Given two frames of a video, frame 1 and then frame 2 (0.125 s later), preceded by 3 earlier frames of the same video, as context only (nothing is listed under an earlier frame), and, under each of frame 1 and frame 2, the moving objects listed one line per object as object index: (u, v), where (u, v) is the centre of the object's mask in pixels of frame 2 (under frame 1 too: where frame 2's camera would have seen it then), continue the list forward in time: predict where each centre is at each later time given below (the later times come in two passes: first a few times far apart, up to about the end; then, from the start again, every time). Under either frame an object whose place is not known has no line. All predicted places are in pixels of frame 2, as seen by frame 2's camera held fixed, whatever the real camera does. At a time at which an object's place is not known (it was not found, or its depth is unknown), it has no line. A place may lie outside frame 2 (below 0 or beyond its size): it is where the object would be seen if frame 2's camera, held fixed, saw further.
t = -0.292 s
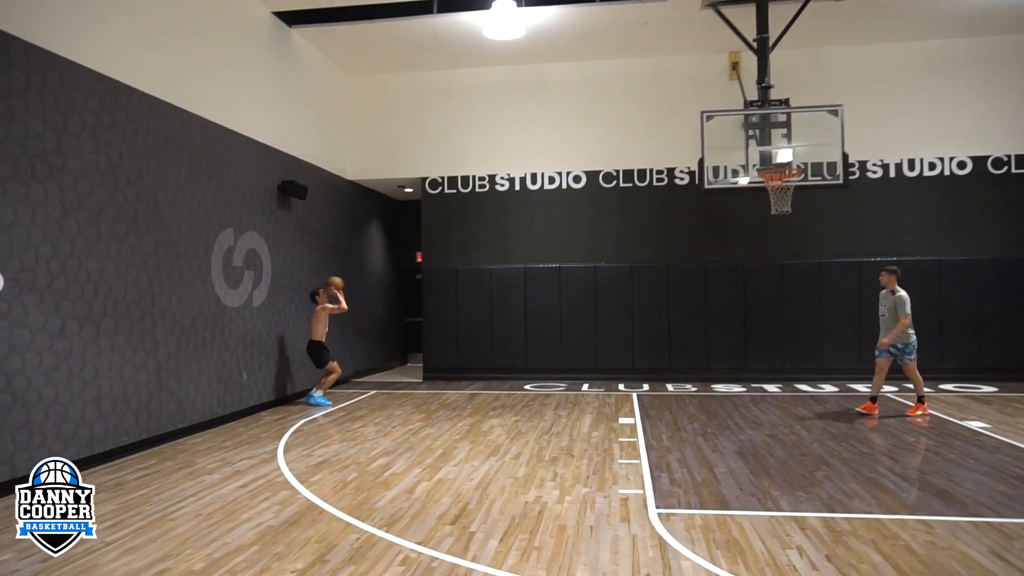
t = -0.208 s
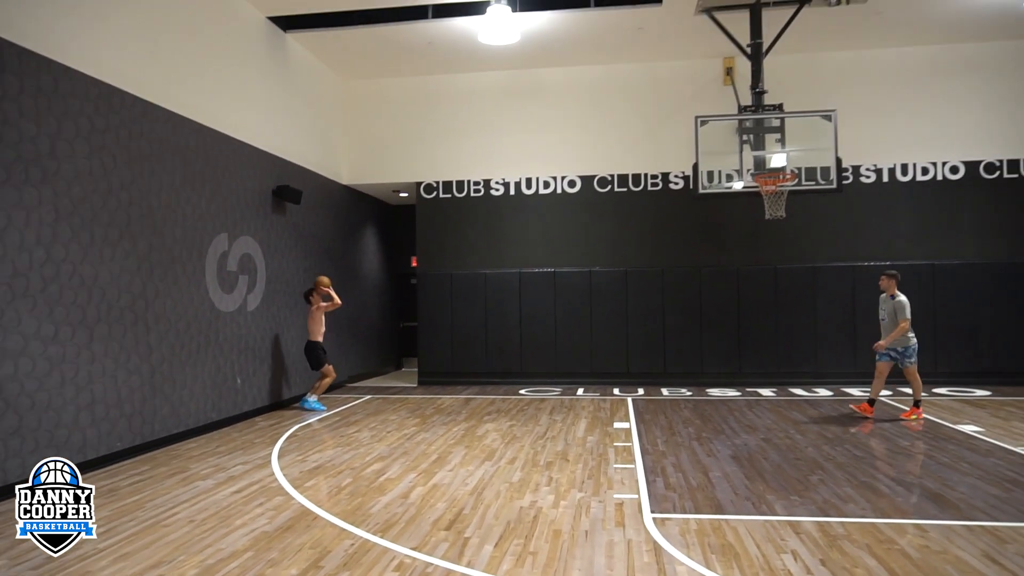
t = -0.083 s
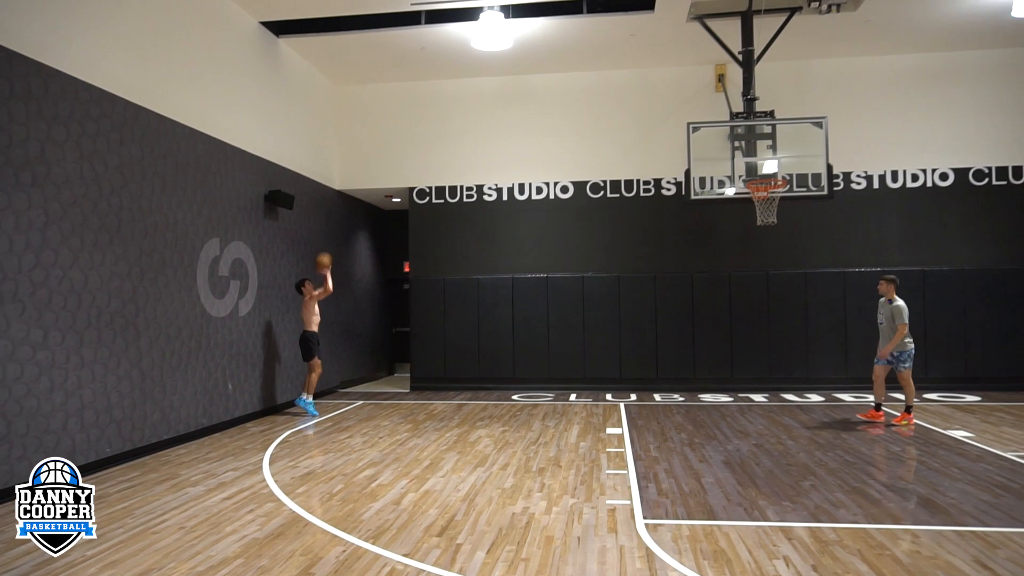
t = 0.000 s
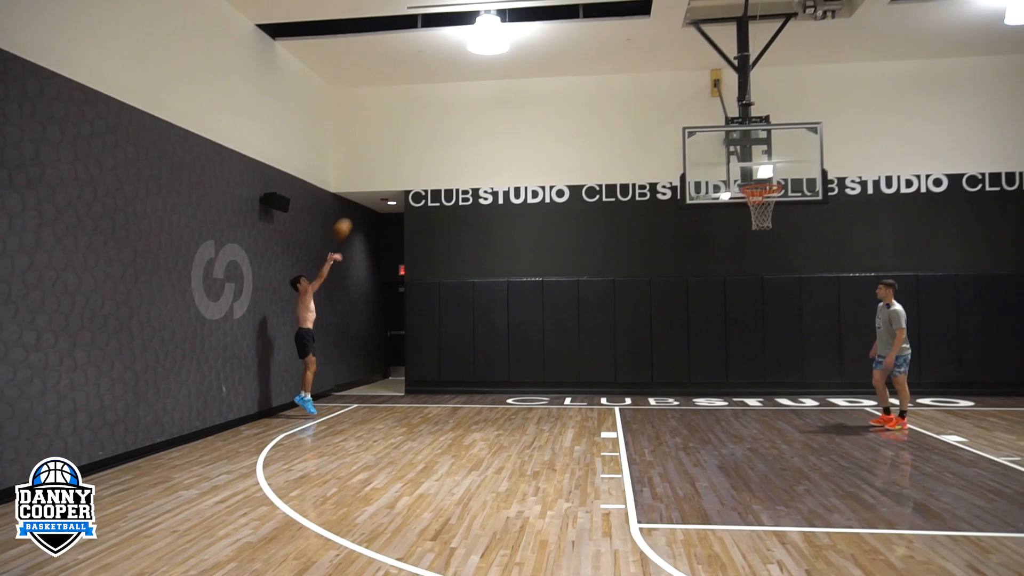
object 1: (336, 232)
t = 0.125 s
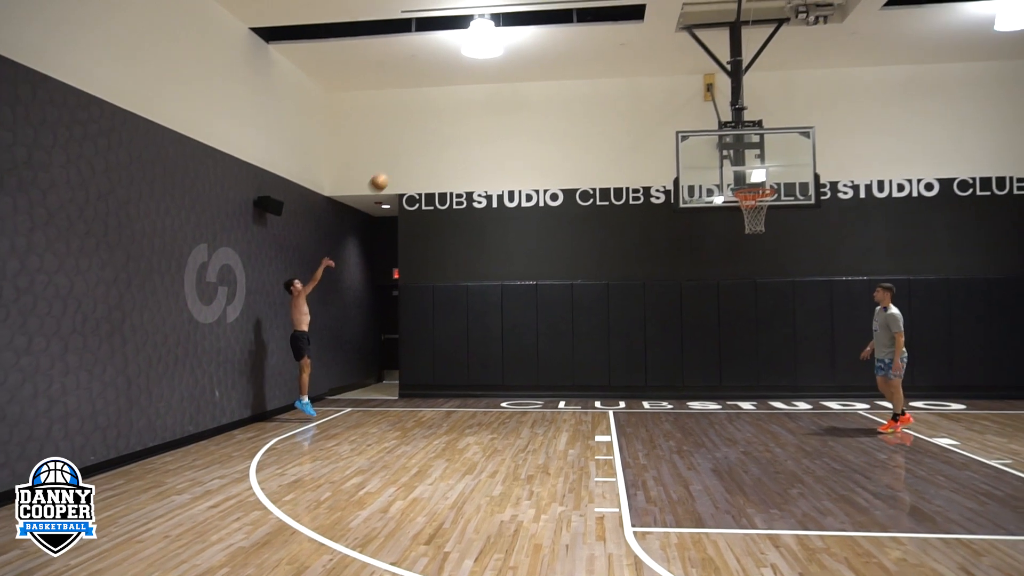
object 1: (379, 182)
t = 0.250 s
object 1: (421, 143)
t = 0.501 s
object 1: (504, 97)
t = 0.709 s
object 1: (576, 92)
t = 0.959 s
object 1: (664, 123)
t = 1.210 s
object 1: (752, 184)
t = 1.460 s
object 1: (732, 181)
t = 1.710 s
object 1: (718, 197)
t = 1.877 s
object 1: (707, 234)
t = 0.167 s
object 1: (393, 168)
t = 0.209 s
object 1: (408, 155)
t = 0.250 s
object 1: (421, 143)
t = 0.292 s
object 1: (435, 132)
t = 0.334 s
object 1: (449, 122)
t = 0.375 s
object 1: (463, 114)
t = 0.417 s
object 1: (477, 107)
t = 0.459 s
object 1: (490, 101)
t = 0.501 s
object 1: (504, 97)
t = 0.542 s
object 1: (518, 94)
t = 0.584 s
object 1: (532, 92)
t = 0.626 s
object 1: (547, 91)
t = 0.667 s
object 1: (562, 91)
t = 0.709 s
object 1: (576, 92)
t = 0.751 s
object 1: (590, 94)
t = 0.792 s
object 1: (605, 97)
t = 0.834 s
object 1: (620, 102)
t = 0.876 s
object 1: (634, 107)
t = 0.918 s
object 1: (649, 115)
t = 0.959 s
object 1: (664, 123)
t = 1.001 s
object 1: (679, 133)
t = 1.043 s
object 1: (694, 145)
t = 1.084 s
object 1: (710, 157)
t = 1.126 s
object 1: (725, 171)
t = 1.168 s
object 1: (740, 183)
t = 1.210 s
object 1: (752, 184)
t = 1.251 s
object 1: (764, 185)
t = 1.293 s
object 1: (755, 184)
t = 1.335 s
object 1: (747, 183)
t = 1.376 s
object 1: (739, 183)
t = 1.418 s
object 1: (735, 182)
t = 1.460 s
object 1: (732, 181)
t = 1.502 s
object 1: (730, 180)
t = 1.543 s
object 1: (728, 181)
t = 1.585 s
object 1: (725, 183)
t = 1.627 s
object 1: (722, 186)
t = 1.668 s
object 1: (720, 191)
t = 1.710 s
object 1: (718, 197)
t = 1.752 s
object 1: (715, 205)
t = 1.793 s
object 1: (712, 213)
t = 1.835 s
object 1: (710, 222)
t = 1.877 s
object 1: (707, 234)
